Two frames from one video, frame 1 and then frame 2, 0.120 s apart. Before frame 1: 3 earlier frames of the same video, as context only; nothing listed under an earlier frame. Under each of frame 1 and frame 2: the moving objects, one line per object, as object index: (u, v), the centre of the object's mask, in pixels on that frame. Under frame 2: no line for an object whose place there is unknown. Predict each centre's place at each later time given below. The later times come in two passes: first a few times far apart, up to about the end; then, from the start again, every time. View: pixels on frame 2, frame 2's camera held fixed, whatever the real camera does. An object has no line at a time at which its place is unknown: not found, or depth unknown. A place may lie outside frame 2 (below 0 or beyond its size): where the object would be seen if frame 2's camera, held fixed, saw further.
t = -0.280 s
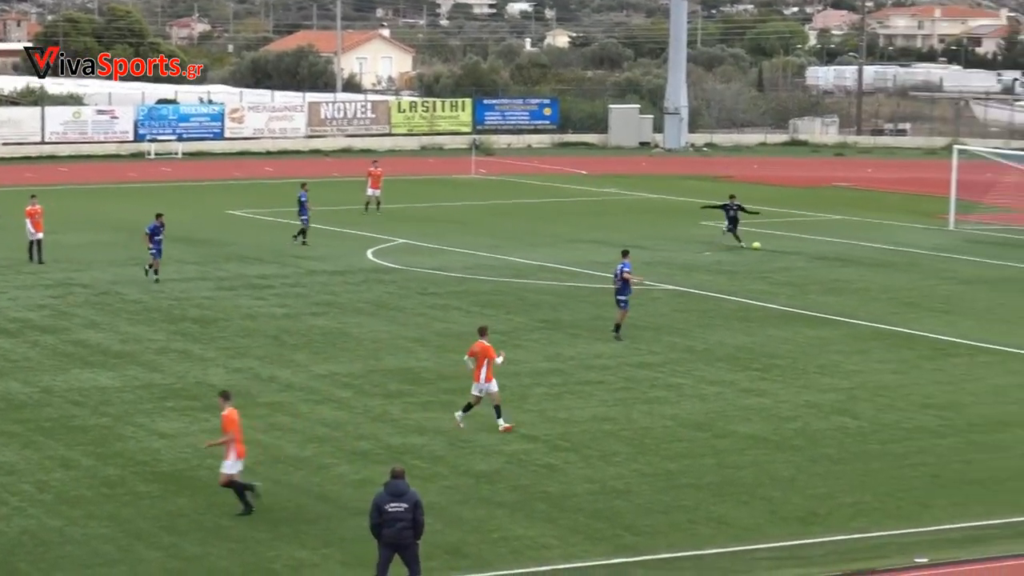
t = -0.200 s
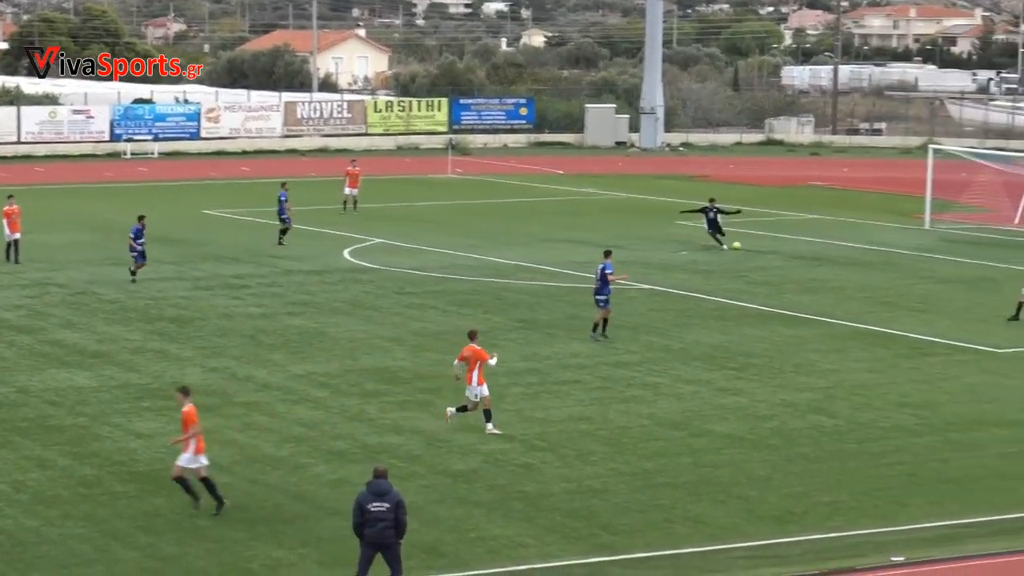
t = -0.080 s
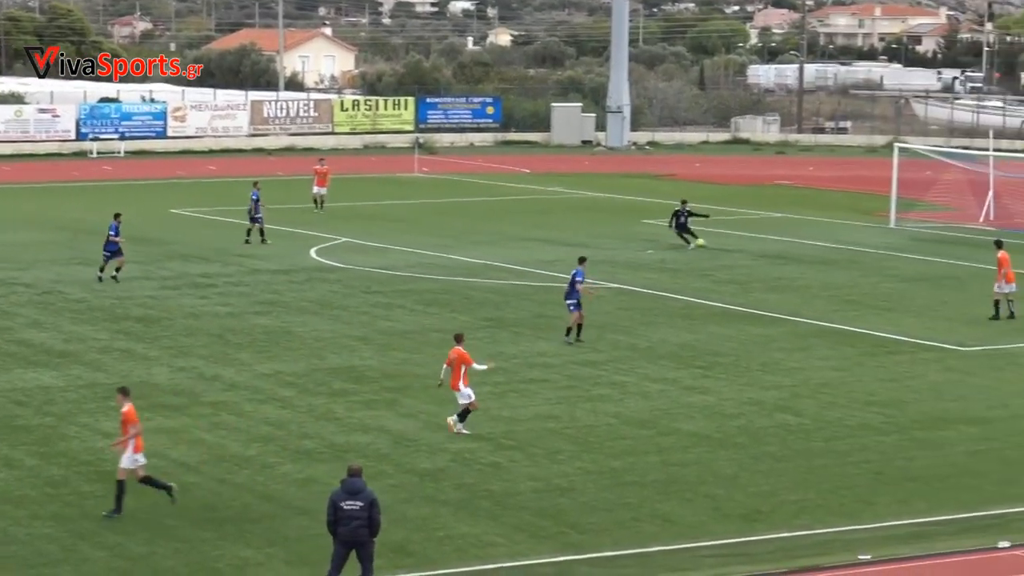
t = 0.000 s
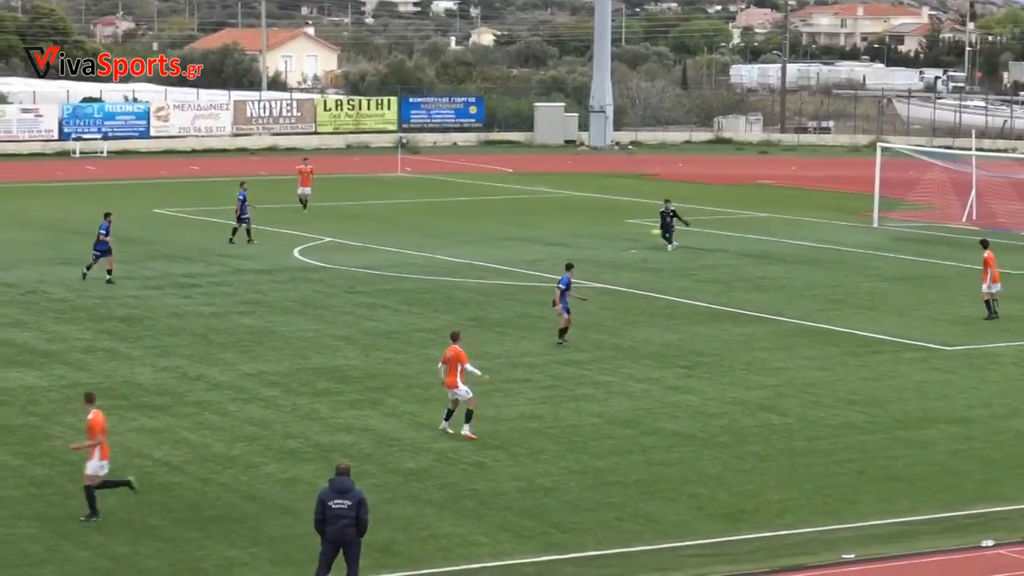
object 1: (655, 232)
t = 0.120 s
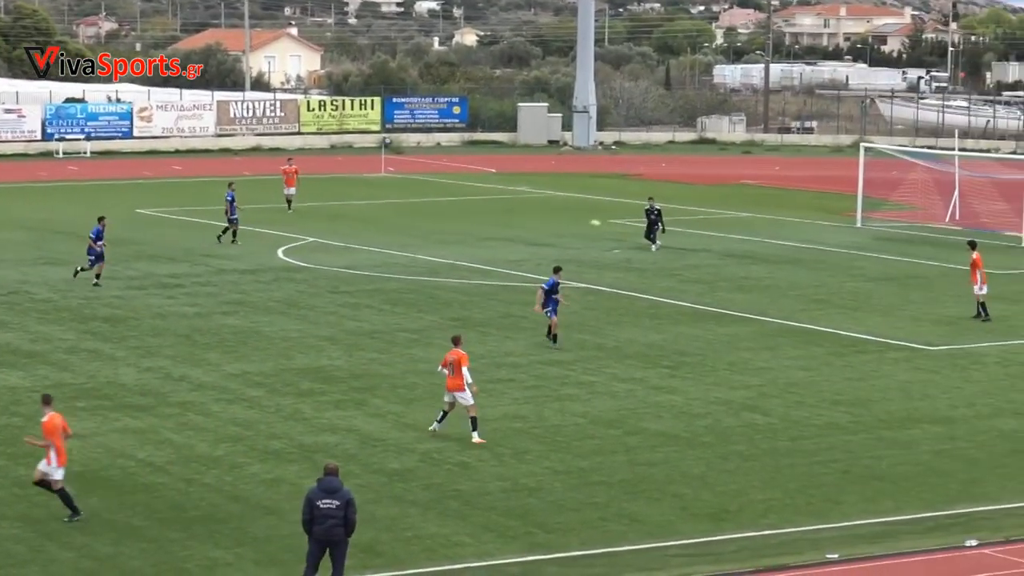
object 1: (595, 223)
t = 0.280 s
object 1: (530, 219)
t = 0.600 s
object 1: (380, 237)
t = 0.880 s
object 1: (223, 285)
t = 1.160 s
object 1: (43, 360)
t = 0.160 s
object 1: (580, 220)
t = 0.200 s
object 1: (563, 219)
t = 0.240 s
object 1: (547, 219)
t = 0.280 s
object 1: (530, 219)
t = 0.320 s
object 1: (513, 219)
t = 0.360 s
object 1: (495, 220)
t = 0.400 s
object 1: (478, 222)
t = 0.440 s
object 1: (459, 225)
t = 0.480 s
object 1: (440, 227)
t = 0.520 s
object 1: (420, 229)
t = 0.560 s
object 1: (400, 233)
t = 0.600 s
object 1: (380, 237)
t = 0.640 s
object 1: (360, 240)
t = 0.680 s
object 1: (338, 246)
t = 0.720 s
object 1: (316, 252)
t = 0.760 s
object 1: (293, 259)
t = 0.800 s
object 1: (271, 267)
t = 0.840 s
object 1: (247, 276)
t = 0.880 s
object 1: (223, 285)
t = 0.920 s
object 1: (198, 296)
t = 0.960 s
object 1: (173, 306)
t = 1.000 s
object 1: (147, 319)
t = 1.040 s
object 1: (121, 332)
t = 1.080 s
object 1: (94, 346)
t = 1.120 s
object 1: (66, 361)
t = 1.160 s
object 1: (43, 360)
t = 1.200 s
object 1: (20, 356)
